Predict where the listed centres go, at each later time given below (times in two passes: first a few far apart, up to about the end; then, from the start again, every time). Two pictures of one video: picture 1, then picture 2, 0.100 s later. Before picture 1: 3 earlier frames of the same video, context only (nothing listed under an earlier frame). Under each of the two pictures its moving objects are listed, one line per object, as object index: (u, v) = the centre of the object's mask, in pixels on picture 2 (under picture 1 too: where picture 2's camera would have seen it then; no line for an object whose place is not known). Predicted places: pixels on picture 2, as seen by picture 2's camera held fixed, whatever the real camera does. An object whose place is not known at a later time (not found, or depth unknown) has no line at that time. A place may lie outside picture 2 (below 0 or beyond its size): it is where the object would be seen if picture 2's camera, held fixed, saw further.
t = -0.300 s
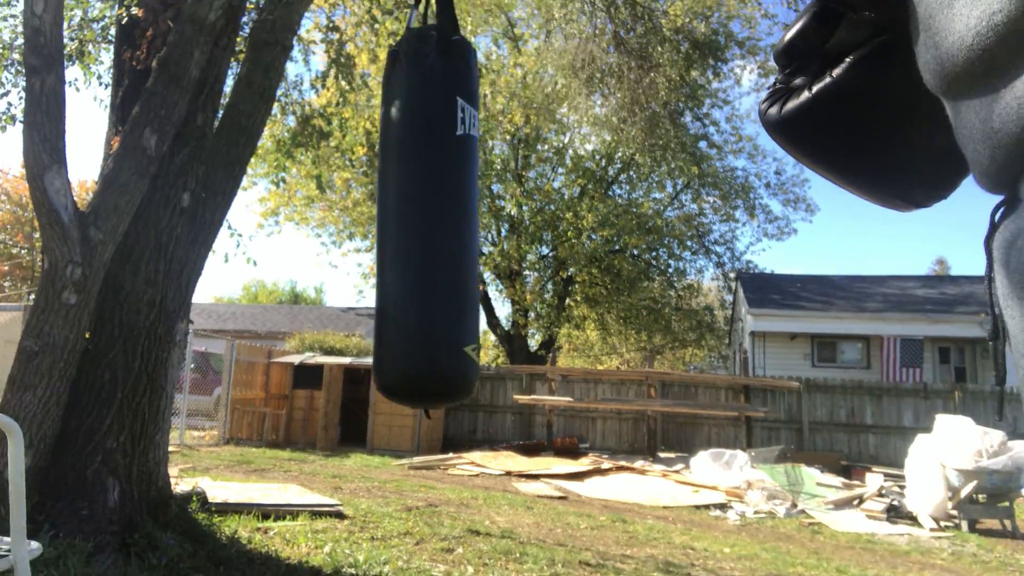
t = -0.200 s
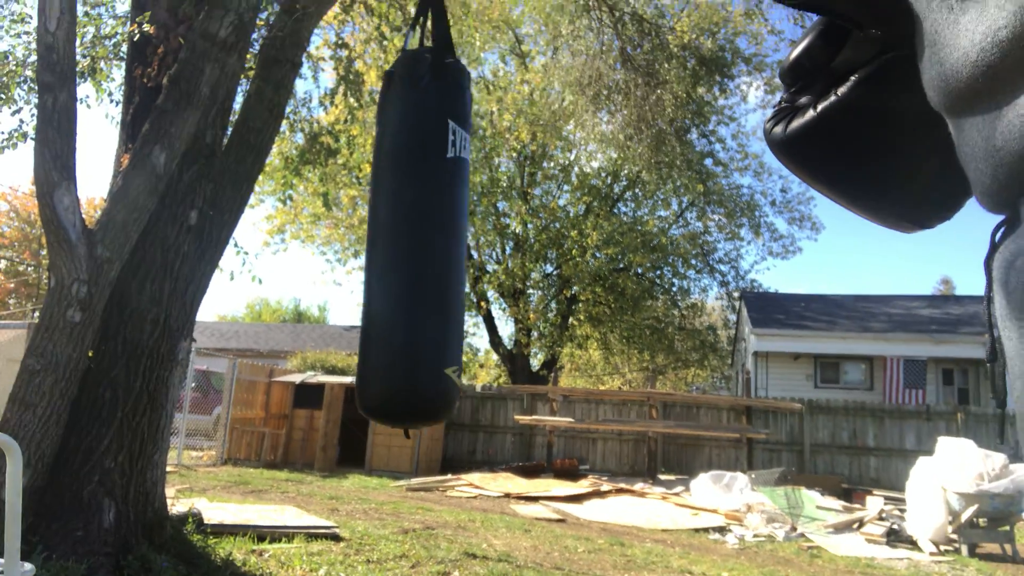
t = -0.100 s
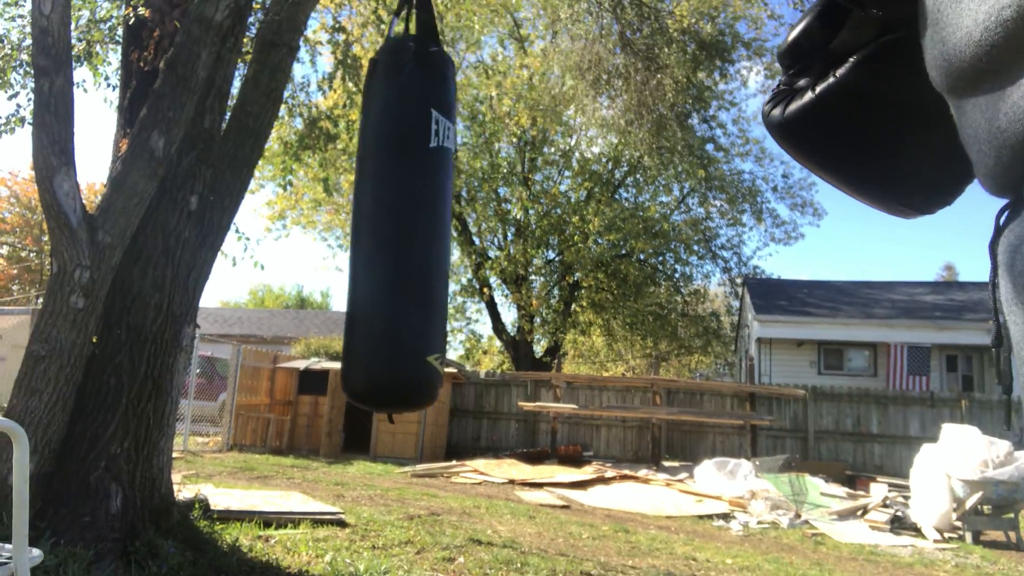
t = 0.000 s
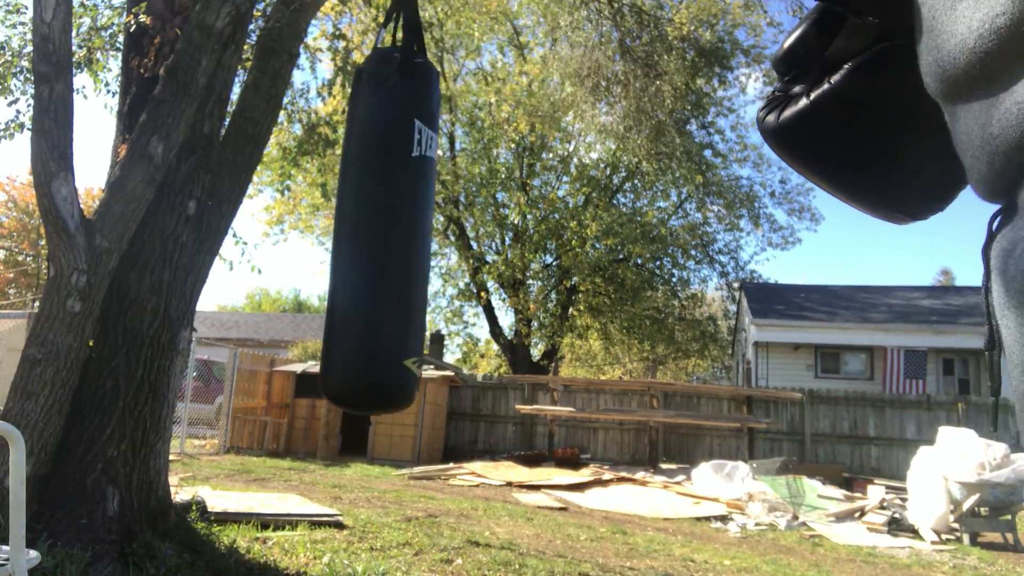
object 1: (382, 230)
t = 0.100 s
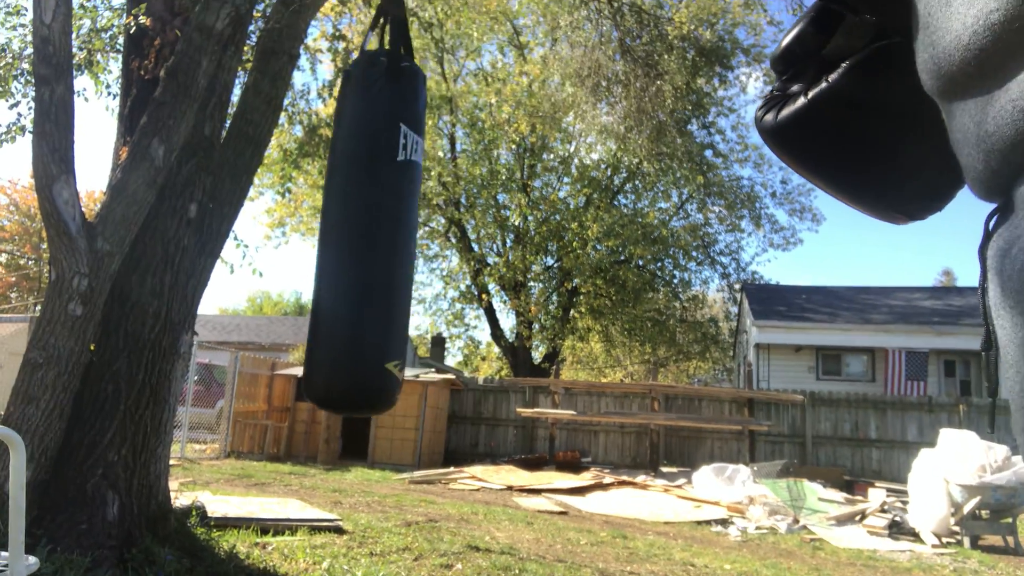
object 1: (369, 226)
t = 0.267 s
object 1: (342, 227)
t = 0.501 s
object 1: (315, 224)
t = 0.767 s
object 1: (295, 223)
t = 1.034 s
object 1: (290, 223)
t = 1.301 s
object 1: (302, 220)
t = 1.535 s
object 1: (328, 224)
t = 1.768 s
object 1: (366, 223)
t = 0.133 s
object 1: (361, 226)
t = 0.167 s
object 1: (359, 227)
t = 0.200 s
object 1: (351, 227)
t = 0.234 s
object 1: (349, 228)
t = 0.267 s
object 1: (342, 227)
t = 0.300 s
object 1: (339, 227)
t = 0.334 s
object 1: (334, 226)
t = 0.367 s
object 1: (330, 226)
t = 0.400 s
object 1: (326, 225)
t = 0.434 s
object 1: (322, 225)
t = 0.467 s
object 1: (319, 225)
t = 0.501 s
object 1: (315, 224)
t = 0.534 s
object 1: (313, 224)
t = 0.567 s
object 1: (308, 224)
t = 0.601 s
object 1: (307, 224)
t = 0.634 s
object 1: (303, 224)
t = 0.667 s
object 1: (302, 224)
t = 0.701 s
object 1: (299, 224)
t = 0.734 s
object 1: (297, 223)
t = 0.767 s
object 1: (295, 223)
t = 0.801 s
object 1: (294, 224)
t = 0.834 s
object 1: (293, 224)
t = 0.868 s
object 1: (291, 225)
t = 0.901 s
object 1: (290, 225)
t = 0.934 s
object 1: (290, 224)
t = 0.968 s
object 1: (290, 223)
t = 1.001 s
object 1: (290, 224)
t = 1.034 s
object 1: (290, 223)
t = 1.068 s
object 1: (290, 223)
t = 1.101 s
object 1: (291, 223)
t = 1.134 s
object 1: (292, 222)
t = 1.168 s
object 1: (293, 222)
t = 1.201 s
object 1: (295, 222)
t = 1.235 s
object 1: (297, 221)
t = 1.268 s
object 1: (299, 220)
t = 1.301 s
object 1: (302, 220)
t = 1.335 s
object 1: (305, 221)
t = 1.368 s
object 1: (308, 221)
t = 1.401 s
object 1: (311, 221)
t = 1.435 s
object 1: (315, 221)
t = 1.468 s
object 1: (319, 221)
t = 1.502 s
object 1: (323, 223)
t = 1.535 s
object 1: (328, 224)
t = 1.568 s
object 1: (332, 225)
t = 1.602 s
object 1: (338, 223)
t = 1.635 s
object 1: (343, 223)
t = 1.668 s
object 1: (349, 223)
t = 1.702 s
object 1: (354, 223)
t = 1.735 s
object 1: (360, 224)
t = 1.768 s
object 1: (366, 223)
